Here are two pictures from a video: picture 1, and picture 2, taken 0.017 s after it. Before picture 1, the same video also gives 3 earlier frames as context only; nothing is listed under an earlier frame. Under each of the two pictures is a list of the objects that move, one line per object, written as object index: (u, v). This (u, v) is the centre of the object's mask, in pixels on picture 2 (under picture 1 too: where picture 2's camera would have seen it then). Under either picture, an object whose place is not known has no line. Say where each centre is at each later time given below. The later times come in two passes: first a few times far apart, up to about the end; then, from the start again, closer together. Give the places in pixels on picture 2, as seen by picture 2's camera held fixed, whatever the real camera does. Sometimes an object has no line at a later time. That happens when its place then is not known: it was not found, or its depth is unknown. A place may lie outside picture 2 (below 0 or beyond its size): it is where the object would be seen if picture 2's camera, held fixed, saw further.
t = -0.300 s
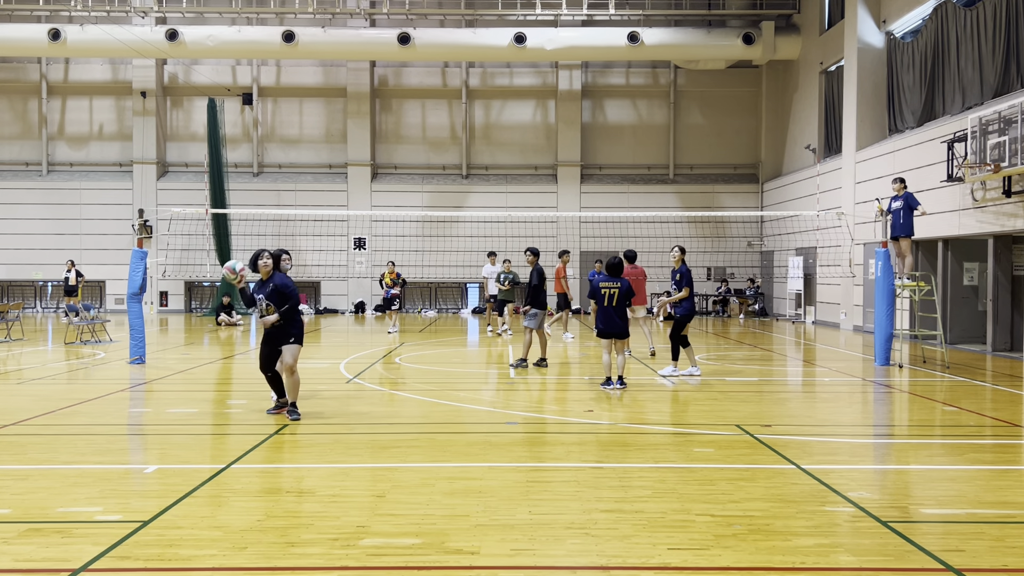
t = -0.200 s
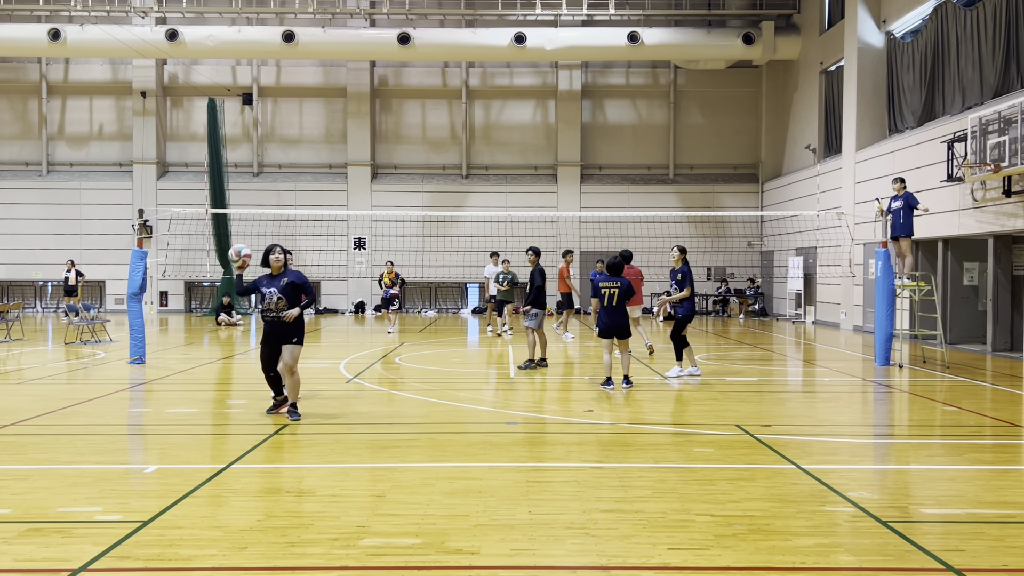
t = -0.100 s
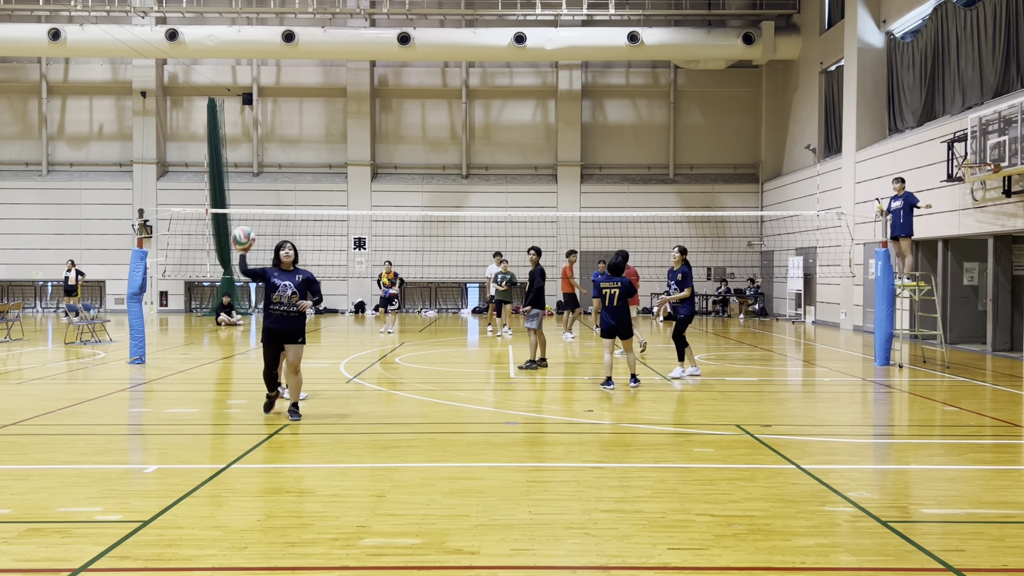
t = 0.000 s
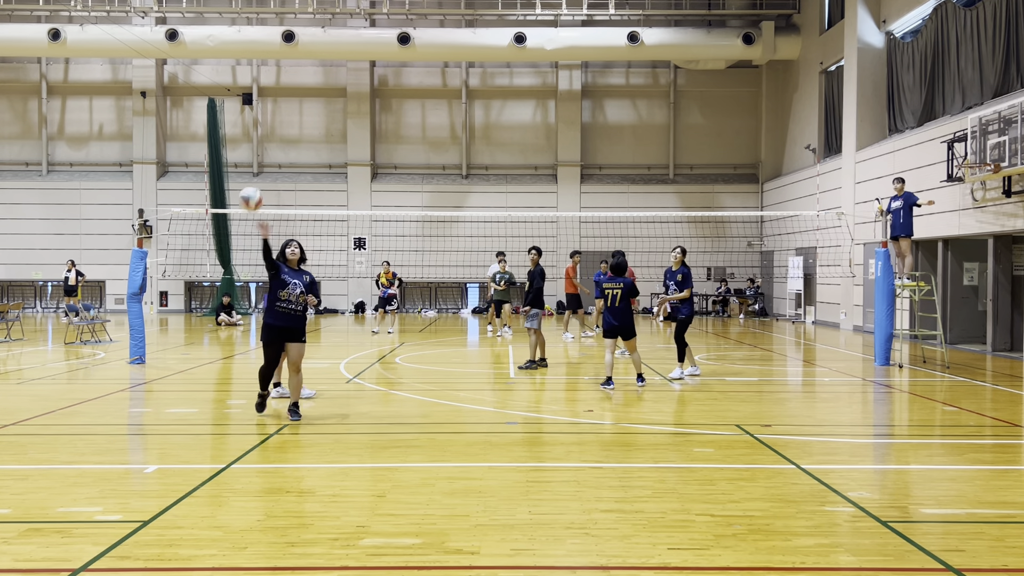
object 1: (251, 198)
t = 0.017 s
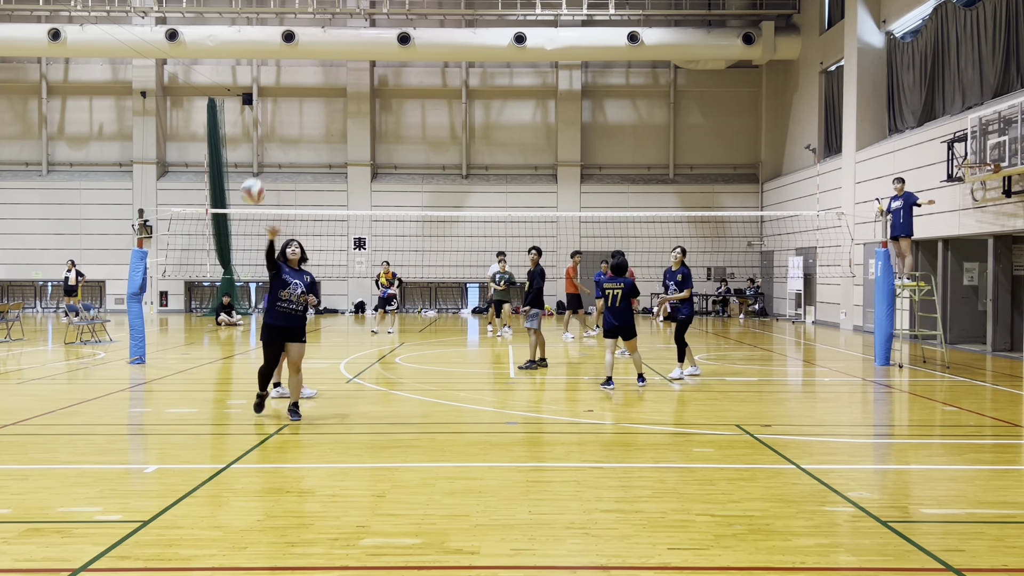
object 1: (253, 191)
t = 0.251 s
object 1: (286, 85)
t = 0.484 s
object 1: (336, 20)
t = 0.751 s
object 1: (433, 52)
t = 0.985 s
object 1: (595, 284)
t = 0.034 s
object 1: (255, 182)
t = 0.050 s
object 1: (257, 173)
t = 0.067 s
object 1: (259, 166)
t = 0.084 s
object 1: (262, 158)
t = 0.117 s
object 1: (266, 142)
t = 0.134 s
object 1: (269, 133)
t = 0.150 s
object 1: (271, 126)
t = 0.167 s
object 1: (273, 119)
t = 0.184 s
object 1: (276, 111)
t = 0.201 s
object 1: (279, 103)
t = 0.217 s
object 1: (281, 97)
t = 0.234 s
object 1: (284, 91)
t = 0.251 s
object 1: (286, 85)
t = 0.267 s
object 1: (289, 79)
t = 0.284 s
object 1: (292, 72)
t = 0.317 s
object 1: (298, 61)
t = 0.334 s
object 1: (302, 55)
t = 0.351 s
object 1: (305, 50)
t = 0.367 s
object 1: (308, 47)
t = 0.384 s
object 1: (312, 42)
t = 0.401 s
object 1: (316, 37)
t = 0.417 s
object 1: (319, 34)
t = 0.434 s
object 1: (323, 29)
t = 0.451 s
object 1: (327, 26)
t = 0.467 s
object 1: (331, 23)
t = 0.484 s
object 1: (336, 20)
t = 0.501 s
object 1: (340, 18)
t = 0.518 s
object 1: (345, 17)
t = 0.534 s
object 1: (350, 16)
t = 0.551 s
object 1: (355, 16)
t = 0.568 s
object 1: (359, 16)
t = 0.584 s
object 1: (365, 16)
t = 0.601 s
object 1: (371, 17)
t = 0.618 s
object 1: (376, 18)
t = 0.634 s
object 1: (383, 19)
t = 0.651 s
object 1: (389, 21)
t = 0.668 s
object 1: (395, 24)
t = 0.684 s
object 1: (402, 28)
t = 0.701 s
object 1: (410, 33)
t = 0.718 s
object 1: (416, 38)
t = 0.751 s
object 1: (433, 52)
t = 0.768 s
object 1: (440, 60)
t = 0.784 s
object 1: (450, 69)
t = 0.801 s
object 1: (460, 79)
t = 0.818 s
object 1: (468, 90)
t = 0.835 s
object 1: (478, 103)
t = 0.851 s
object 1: (489, 117)
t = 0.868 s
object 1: (499, 132)
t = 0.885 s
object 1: (511, 148)
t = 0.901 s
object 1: (524, 167)
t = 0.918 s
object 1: (535, 185)
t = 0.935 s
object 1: (549, 207)
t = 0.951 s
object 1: (566, 234)
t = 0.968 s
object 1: (580, 257)
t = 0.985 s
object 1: (595, 284)
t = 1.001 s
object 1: (615, 317)
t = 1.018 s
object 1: (630, 347)
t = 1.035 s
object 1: (648, 382)
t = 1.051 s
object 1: (671, 425)
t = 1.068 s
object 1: (694, 474)
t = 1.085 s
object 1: (715, 515)
